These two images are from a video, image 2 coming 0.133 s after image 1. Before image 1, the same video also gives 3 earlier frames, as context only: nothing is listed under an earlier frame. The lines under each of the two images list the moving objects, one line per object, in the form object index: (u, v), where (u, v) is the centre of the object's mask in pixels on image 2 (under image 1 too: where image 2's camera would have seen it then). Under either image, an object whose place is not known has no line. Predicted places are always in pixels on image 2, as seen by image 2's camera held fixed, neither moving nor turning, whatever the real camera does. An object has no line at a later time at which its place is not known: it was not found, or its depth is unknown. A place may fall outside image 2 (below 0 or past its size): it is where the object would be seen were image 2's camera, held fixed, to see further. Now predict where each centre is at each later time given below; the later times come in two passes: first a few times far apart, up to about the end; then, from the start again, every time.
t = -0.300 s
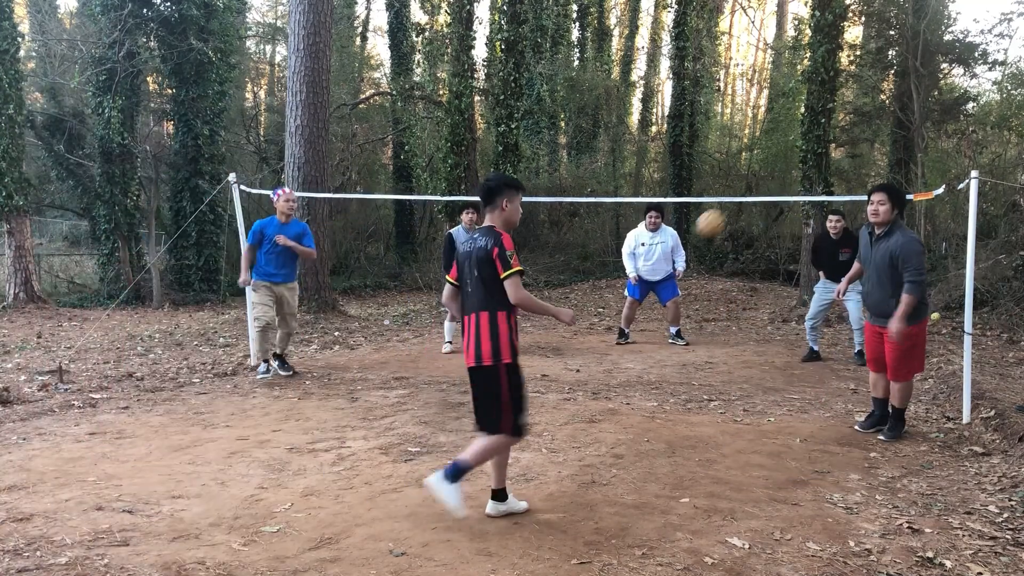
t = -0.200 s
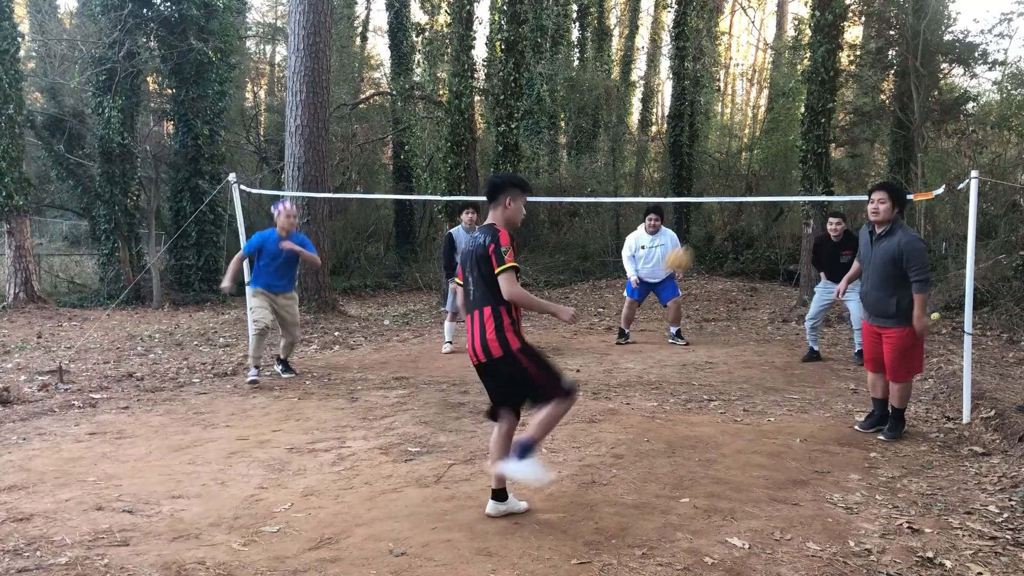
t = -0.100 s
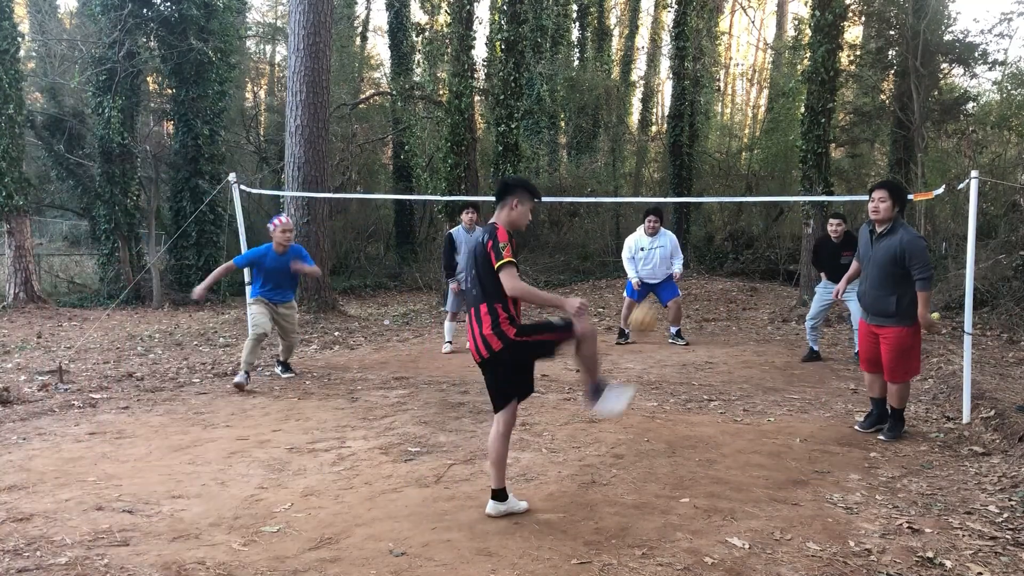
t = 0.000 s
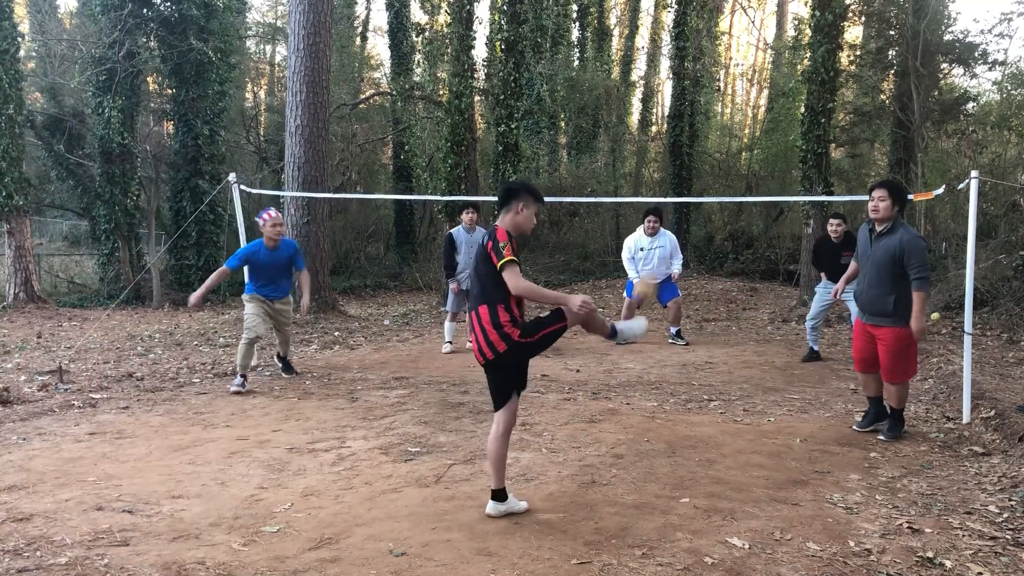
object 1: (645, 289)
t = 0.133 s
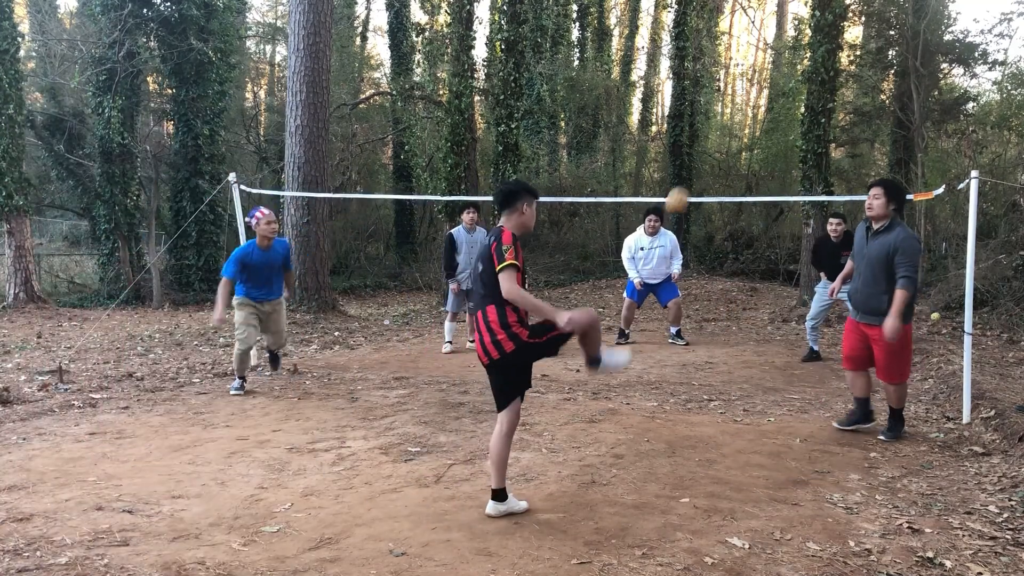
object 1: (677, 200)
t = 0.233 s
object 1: (695, 166)
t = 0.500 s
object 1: (725, 159)
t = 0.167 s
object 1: (684, 186)
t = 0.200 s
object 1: (690, 175)
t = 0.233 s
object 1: (695, 166)
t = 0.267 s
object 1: (700, 159)
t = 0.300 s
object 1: (705, 154)
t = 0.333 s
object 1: (708, 152)
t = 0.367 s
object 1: (712, 151)
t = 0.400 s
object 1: (716, 151)
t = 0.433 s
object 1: (719, 152)
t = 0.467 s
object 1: (722, 154)
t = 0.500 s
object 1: (725, 159)
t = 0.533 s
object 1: (727, 165)
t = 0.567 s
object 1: (730, 171)
